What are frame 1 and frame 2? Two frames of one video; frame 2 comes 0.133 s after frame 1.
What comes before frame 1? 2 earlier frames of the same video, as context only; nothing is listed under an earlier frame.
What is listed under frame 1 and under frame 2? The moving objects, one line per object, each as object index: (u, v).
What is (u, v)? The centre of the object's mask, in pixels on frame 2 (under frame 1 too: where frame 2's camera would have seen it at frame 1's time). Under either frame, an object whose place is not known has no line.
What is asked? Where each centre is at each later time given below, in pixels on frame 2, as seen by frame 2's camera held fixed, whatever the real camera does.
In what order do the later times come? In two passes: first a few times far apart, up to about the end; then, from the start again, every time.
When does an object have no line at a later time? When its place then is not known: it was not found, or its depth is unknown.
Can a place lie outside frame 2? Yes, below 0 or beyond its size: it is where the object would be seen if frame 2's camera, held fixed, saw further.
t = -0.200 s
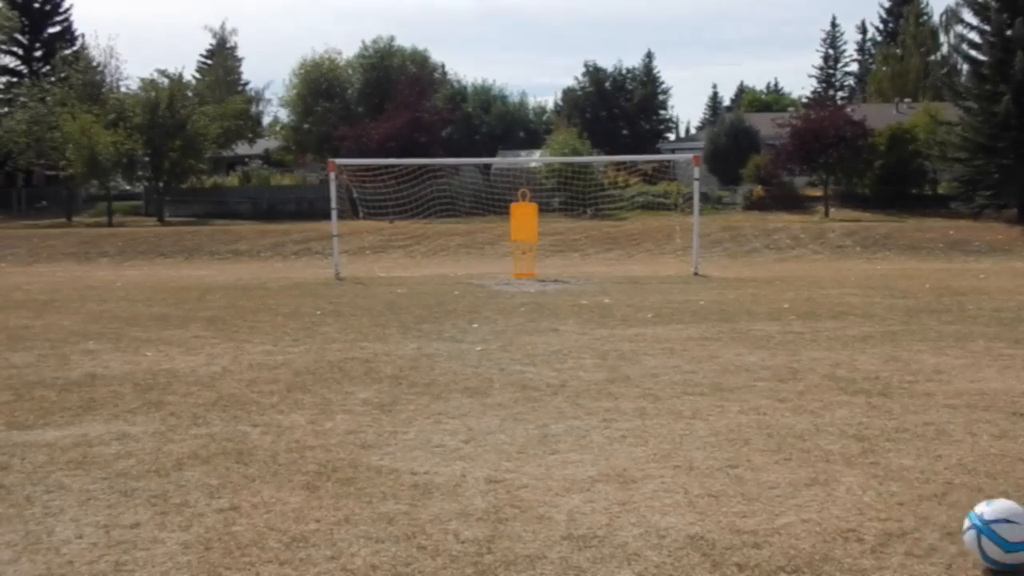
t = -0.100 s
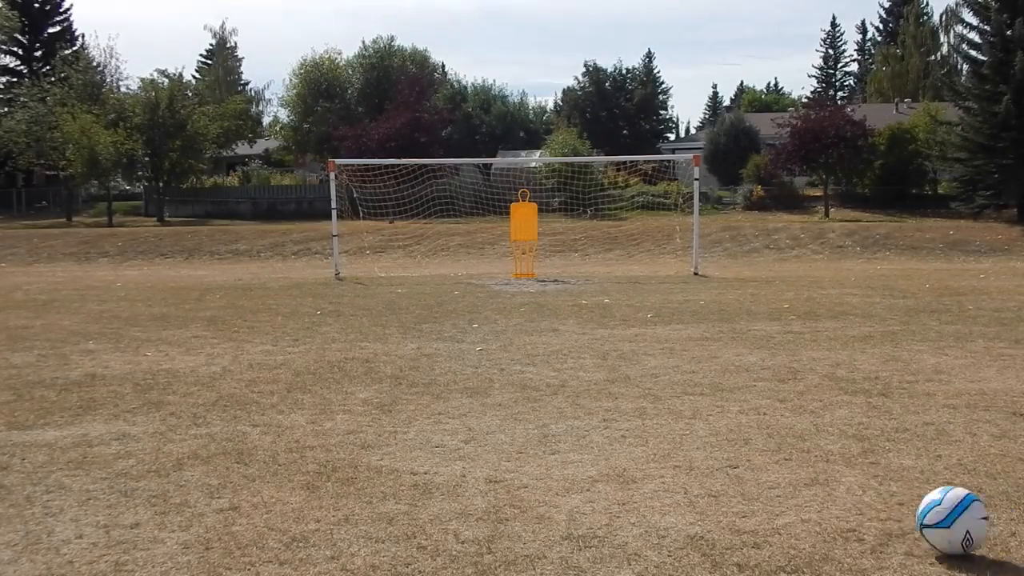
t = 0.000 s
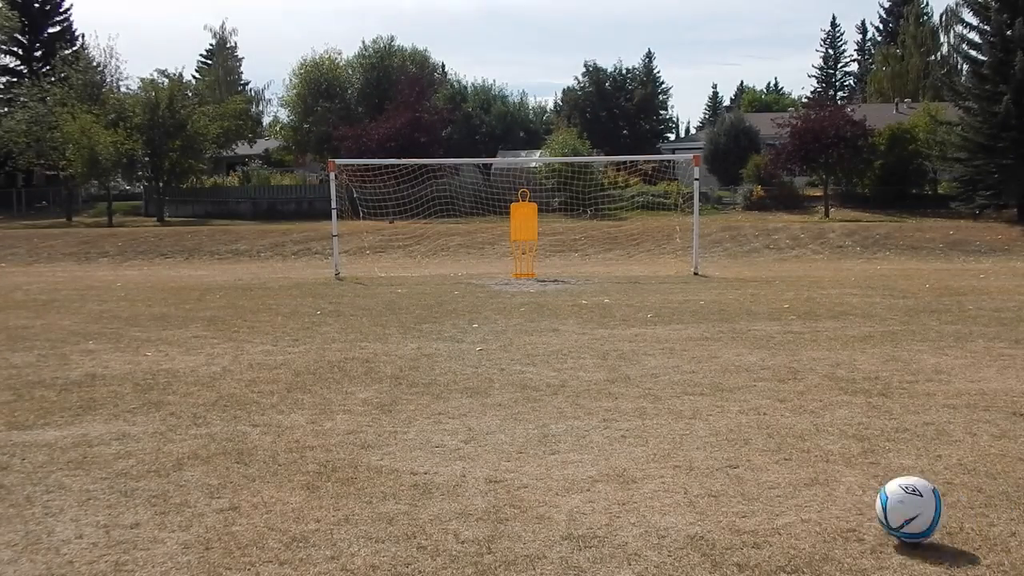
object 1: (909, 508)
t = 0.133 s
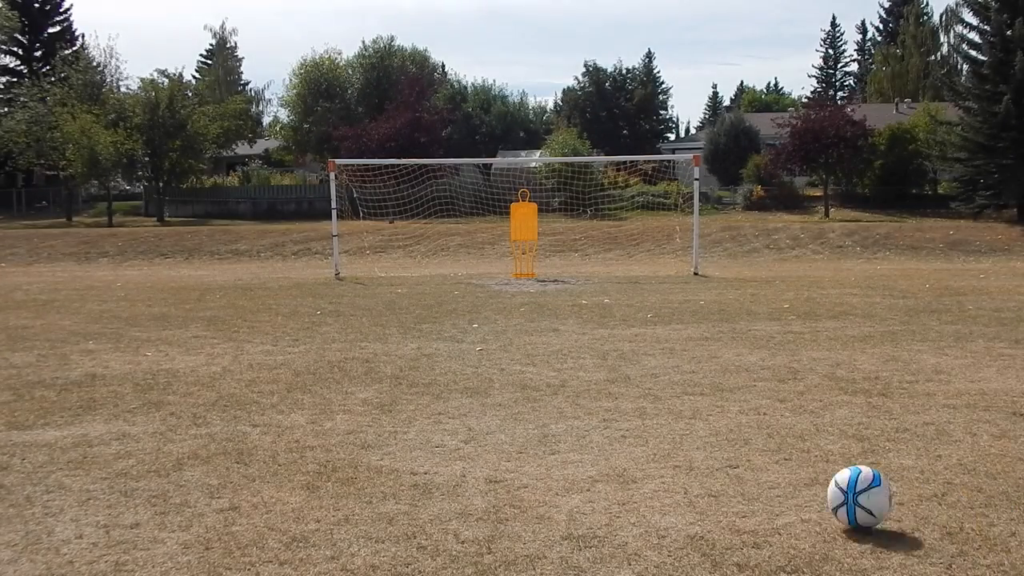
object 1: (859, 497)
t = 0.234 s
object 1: (824, 491)
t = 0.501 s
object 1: (744, 471)
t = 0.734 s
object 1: (686, 457)
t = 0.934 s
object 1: (644, 446)
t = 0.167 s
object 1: (847, 497)
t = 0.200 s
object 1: (836, 494)
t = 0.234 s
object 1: (824, 491)
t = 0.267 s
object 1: (814, 489)
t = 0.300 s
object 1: (802, 485)
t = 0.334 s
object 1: (792, 483)
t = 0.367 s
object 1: (782, 481)
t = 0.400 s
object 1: (771, 476)
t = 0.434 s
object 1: (762, 474)
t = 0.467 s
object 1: (753, 473)
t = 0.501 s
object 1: (744, 471)
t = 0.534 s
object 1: (735, 469)
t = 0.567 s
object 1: (727, 467)
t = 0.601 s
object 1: (718, 463)
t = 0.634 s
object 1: (710, 462)
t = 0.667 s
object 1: (702, 461)
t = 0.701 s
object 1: (694, 459)
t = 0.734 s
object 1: (686, 457)
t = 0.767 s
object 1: (678, 455)
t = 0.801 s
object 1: (671, 453)
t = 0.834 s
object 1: (664, 451)
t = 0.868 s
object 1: (656, 450)
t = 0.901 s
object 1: (650, 447)
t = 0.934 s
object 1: (644, 446)
